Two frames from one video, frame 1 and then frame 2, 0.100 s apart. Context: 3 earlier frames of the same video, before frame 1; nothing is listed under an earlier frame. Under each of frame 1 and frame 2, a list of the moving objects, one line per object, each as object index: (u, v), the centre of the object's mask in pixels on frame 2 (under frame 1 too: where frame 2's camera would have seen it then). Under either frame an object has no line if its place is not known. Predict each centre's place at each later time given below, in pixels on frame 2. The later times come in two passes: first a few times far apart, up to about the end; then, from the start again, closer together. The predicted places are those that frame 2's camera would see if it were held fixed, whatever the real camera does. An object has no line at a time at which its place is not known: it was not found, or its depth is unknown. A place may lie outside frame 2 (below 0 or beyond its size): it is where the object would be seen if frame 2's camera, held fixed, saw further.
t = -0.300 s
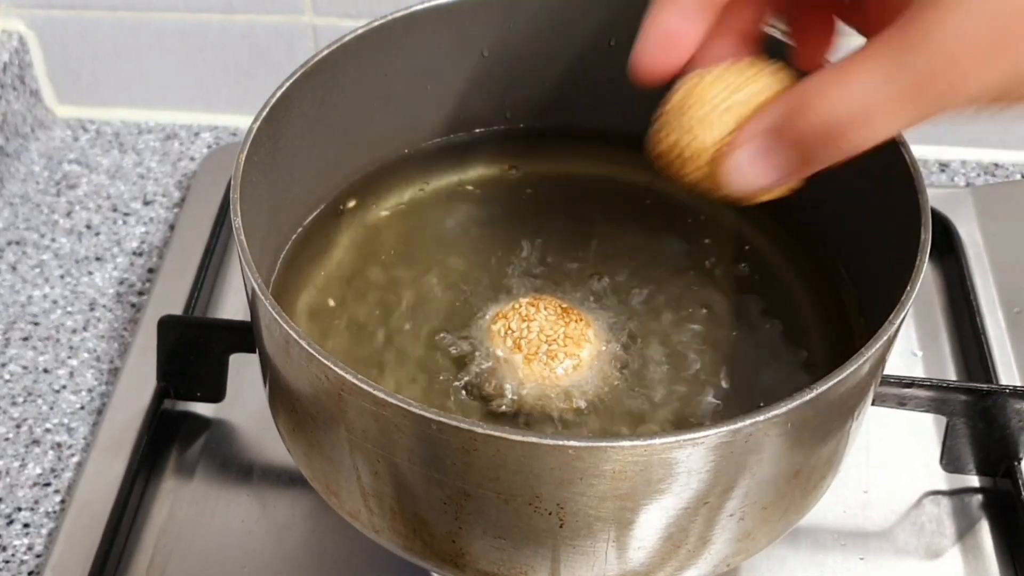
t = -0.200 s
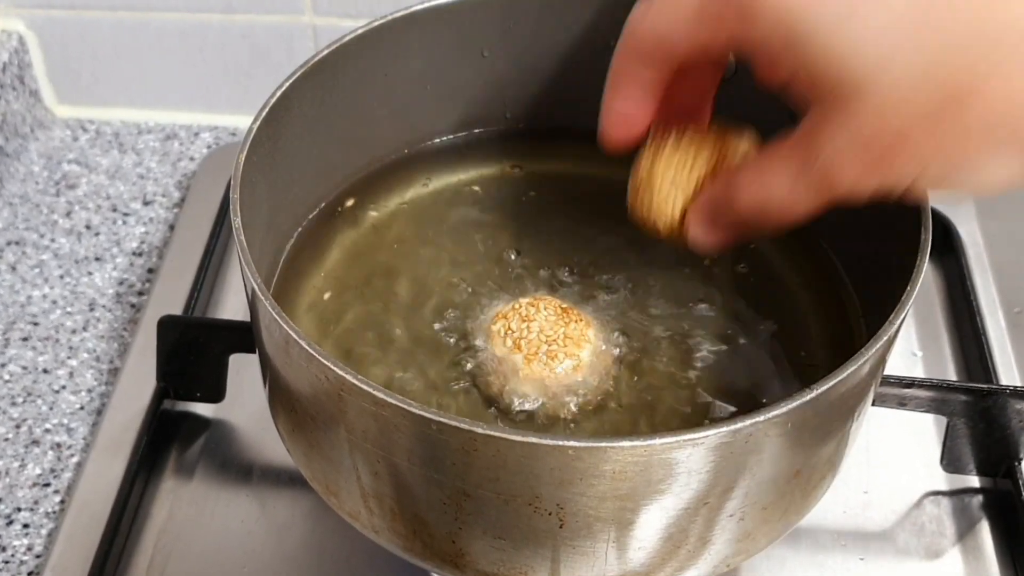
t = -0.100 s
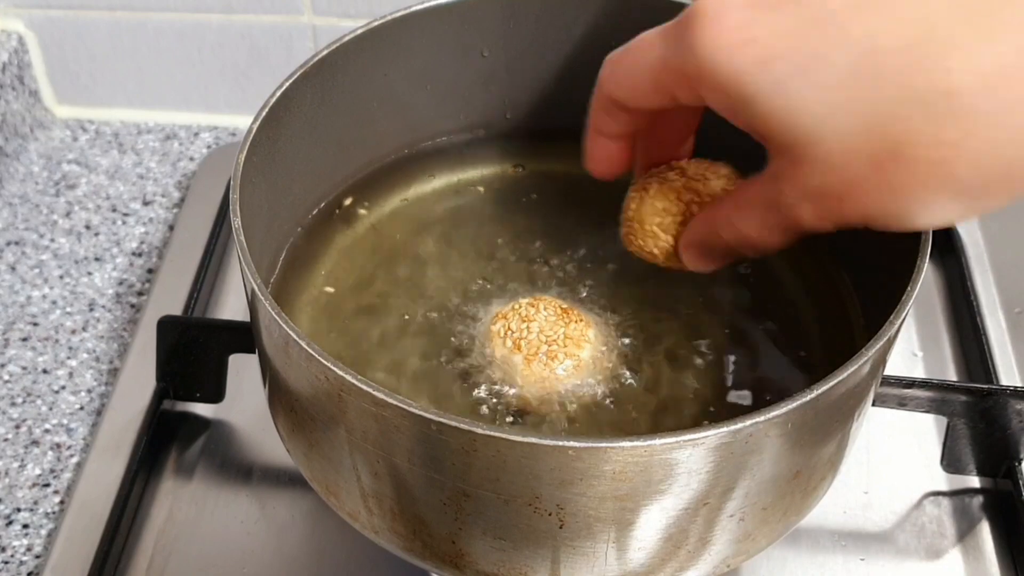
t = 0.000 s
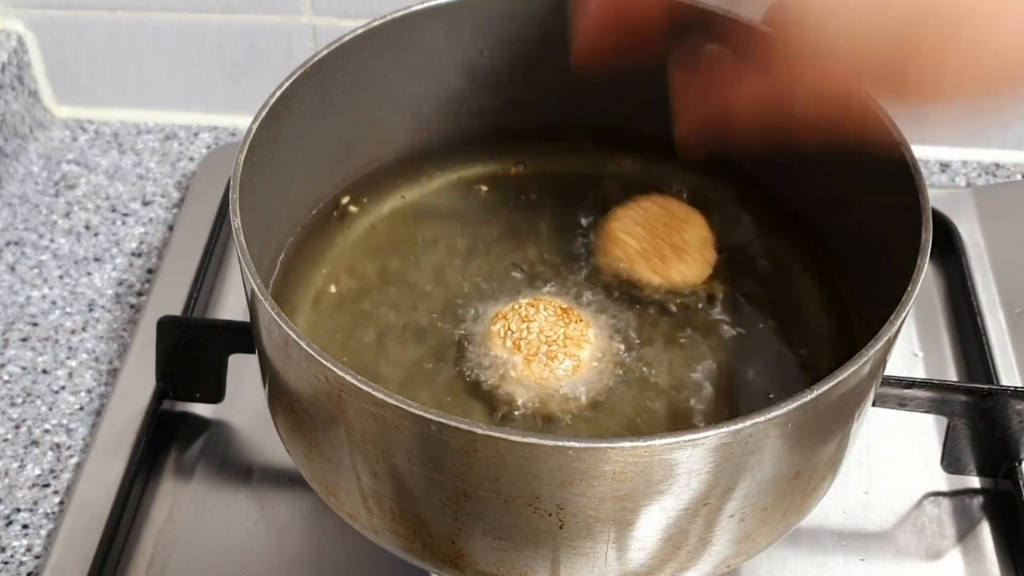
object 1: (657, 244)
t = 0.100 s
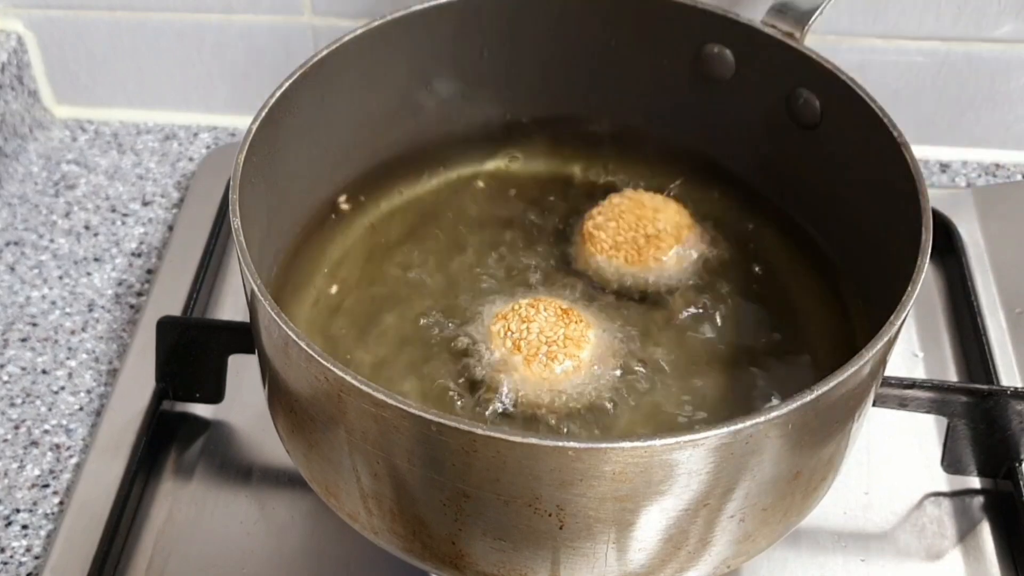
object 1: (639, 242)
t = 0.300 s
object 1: (639, 231)
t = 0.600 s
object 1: (635, 209)
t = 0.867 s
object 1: (639, 198)
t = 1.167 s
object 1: (639, 201)
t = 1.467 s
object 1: (637, 199)
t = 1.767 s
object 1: (637, 200)
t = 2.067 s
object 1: (636, 196)
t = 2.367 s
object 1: (636, 198)
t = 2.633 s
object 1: (638, 199)
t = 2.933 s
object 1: (638, 199)
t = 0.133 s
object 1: (635, 239)
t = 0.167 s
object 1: (635, 236)
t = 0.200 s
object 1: (637, 236)
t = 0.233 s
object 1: (639, 231)
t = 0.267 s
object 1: (639, 233)
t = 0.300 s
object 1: (639, 231)
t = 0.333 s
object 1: (638, 228)
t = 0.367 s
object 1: (636, 225)
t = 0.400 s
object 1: (635, 221)
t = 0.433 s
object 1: (635, 222)
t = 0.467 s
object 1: (634, 220)
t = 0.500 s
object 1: (634, 217)
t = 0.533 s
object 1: (635, 211)
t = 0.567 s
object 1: (635, 212)
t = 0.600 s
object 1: (635, 209)
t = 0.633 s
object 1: (637, 206)
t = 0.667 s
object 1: (637, 204)
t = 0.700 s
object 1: (638, 201)
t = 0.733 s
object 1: (639, 199)
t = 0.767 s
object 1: (640, 199)
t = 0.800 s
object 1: (640, 199)
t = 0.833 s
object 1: (638, 199)
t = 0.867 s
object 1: (639, 198)
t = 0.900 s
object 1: (638, 199)
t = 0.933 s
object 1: (639, 198)
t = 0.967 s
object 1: (639, 200)
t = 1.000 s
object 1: (638, 201)
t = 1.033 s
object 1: (638, 200)
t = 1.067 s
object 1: (639, 201)
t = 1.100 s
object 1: (638, 199)
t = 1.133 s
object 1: (639, 200)
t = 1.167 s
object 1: (639, 201)
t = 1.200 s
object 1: (639, 199)
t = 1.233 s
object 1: (639, 199)
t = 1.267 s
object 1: (637, 199)
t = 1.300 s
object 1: (637, 198)
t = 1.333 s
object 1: (638, 198)
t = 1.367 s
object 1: (638, 199)
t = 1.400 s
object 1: (638, 198)
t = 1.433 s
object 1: (638, 198)
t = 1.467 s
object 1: (637, 199)
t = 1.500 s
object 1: (638, 200)
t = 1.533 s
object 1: (637, 200)
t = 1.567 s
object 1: (638, 200)
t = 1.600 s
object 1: (638, 200)
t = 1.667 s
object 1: (637, 199)
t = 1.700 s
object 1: (637, 199)
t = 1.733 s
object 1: (638, 199)
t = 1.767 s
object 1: (637, 200)
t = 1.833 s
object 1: (638, 200)
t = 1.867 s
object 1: (636, 199)
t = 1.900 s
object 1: (637, 200)
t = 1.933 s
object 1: (637, 199)
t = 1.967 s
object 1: (638, 199)
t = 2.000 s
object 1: (639, 199)
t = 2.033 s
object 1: (639, 198)
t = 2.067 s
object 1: (636, 196)
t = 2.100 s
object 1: (637, 198)
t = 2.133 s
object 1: (637, 199)
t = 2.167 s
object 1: (638, 199)
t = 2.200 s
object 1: (638, 199)
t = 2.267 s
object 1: (637, 198)
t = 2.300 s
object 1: (636, 198)
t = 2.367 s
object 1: (636, 198)
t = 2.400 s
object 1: (637, 199)
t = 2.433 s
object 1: (637, 200)
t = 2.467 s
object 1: (638, 198)
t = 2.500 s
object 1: (637, 199)
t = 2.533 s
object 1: (637, 200)
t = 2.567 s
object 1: (637, 198)
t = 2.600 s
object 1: (636, 198)
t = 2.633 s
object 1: (638, 199)
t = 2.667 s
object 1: (637, 199)
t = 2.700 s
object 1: (637, 197)
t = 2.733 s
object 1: (638, 197)
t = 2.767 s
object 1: (639, 198)
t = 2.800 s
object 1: (637, 198)
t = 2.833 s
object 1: (637, 197)
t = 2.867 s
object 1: (637, 197)
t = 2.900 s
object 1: (636, 197)
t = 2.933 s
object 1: (638, 199)
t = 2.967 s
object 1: (637, 199)
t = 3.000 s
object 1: (637, 199)
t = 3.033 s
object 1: (637, 199)
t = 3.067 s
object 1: (637, 200)
